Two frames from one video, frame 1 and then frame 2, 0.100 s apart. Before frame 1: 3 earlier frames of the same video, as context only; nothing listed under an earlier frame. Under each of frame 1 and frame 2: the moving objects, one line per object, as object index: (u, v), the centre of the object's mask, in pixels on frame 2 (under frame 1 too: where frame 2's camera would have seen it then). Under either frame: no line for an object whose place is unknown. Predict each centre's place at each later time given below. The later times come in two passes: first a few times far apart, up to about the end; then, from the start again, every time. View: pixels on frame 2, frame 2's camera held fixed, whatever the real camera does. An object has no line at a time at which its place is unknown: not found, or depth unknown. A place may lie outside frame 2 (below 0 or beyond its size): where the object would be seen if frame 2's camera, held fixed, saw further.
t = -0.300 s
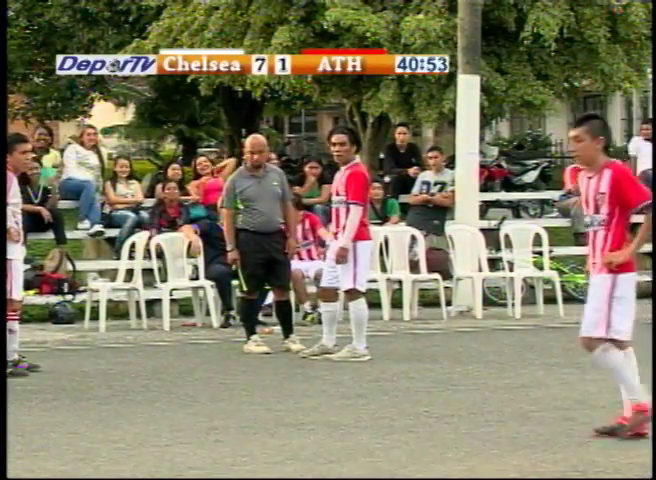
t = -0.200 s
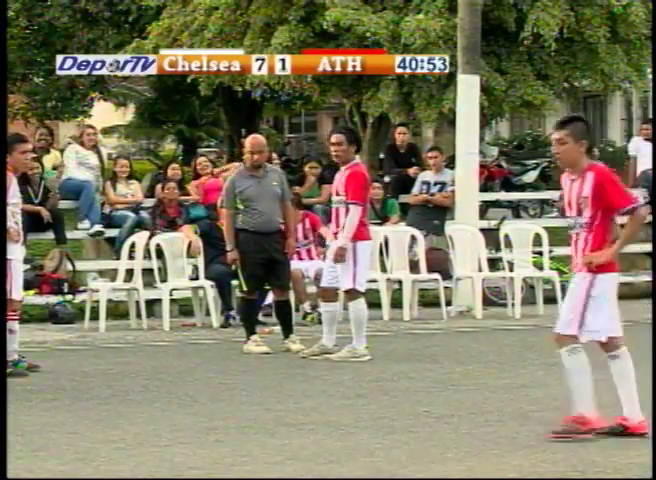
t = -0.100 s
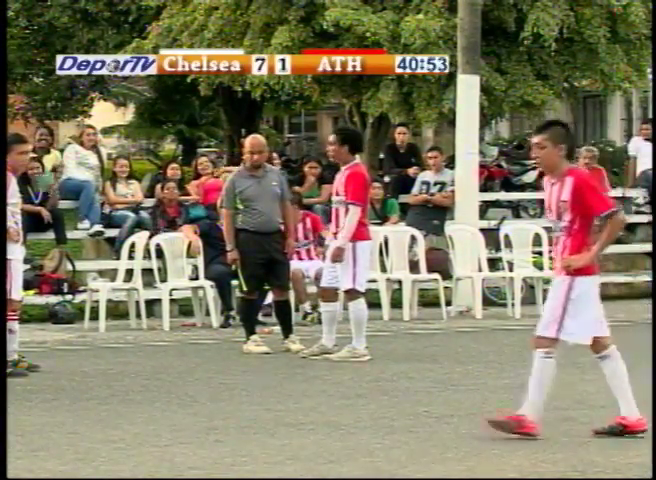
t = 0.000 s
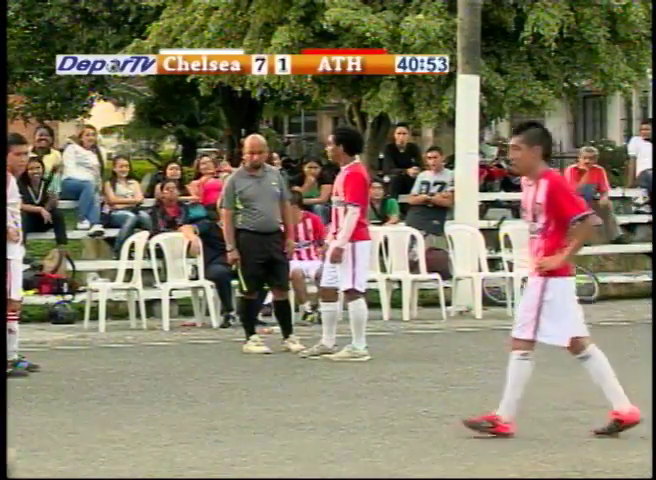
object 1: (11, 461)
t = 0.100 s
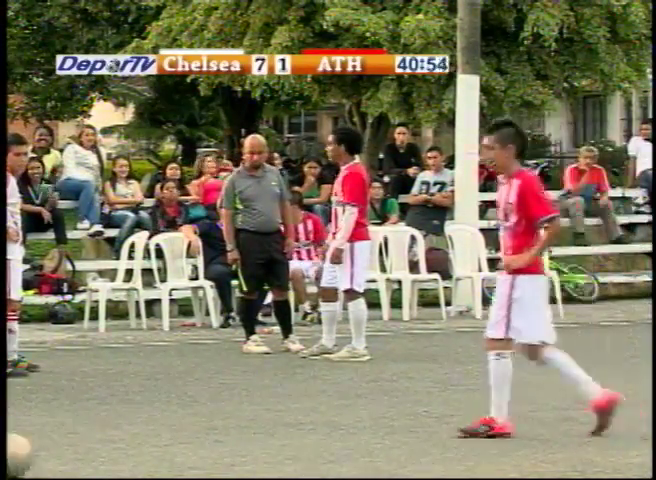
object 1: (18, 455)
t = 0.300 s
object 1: (44, 444)
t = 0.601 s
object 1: (92, 427)
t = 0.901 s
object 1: (133, 414)
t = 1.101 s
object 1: (157, 405)
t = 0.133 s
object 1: (21, 453)
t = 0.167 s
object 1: (24, 451)
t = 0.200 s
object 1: (27, 450)
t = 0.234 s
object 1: (33, 447)
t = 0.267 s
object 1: (39, 446)
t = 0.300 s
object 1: (44, 444)
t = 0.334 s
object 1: (50, 441)
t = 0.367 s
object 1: (56, 440)
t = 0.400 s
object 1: (61, 438)
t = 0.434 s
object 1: (66, 436)
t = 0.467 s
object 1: (72, 434)
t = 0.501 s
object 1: (77, 432)
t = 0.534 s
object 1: (81, 431)
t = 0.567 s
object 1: (87, 429)
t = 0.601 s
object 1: (92, 427)
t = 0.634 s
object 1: (97, 426)
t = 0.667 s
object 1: (102, 424)
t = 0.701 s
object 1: (106, 423)
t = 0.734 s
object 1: (110, 421)
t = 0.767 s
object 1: (115, 420)
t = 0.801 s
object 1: (120, 418)
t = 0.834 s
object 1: (124, 416)
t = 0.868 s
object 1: (128, 415)
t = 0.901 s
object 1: (133, 414)
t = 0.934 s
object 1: (137, 412)
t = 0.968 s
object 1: (142, 411)
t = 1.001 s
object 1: (146, 410)
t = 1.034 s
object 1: (149, 408)
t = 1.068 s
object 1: (153, 407)
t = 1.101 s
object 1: (157, 405)
